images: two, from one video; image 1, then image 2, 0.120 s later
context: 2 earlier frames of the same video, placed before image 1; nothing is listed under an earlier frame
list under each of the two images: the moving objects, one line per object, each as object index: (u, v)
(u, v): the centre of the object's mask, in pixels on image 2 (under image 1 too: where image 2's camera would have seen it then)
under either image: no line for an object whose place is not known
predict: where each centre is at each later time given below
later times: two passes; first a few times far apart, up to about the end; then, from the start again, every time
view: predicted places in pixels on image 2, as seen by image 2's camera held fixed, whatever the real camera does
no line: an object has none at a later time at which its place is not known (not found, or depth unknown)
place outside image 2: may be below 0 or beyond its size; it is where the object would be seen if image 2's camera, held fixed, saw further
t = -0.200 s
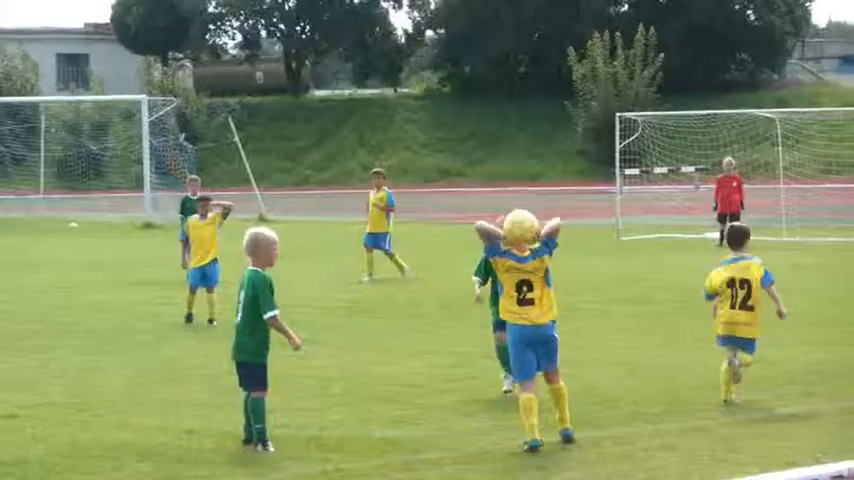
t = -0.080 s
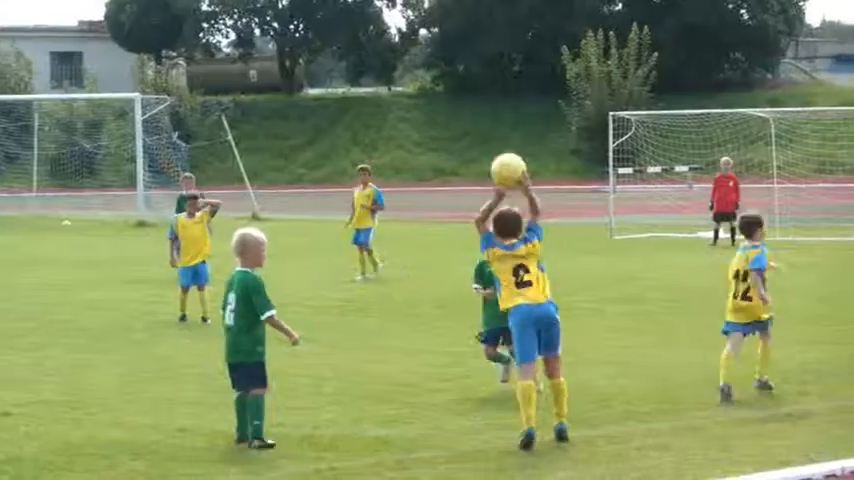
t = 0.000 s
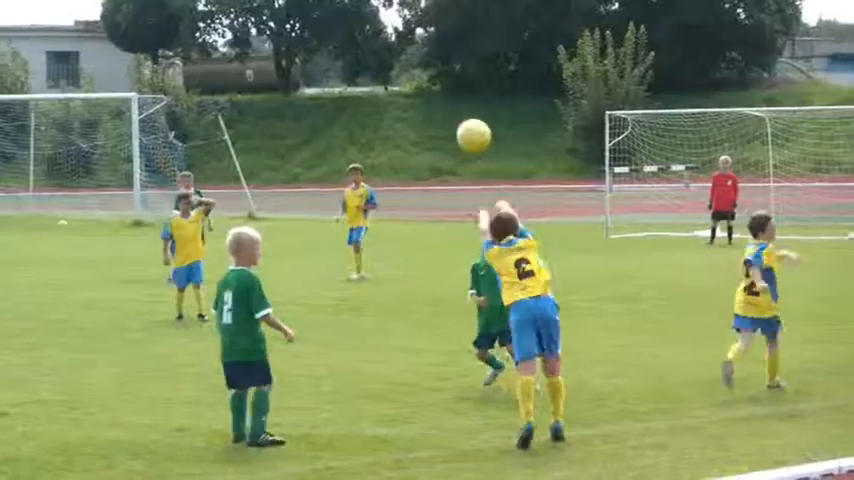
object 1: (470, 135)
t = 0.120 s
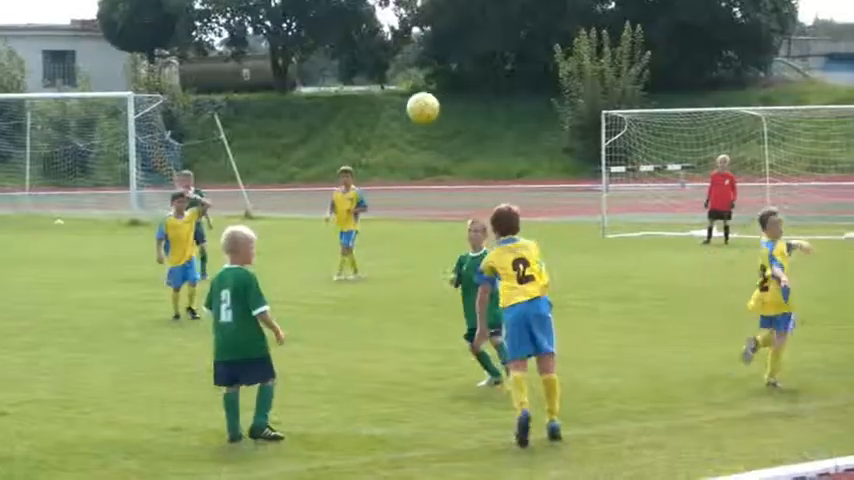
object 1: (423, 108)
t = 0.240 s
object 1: (381, 103)
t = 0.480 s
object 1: (308, 152)
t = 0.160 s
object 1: (408, 104)
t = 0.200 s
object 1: (394, 103)
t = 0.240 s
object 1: (381, 103)
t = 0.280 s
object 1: (368, 106)
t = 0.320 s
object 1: (355, 112)
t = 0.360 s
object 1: (343, 119)
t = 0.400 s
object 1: (331, 130)
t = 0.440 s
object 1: (320, 140)
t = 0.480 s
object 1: (308, 152)
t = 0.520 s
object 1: (298, 166)
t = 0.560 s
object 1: (288, 181)
